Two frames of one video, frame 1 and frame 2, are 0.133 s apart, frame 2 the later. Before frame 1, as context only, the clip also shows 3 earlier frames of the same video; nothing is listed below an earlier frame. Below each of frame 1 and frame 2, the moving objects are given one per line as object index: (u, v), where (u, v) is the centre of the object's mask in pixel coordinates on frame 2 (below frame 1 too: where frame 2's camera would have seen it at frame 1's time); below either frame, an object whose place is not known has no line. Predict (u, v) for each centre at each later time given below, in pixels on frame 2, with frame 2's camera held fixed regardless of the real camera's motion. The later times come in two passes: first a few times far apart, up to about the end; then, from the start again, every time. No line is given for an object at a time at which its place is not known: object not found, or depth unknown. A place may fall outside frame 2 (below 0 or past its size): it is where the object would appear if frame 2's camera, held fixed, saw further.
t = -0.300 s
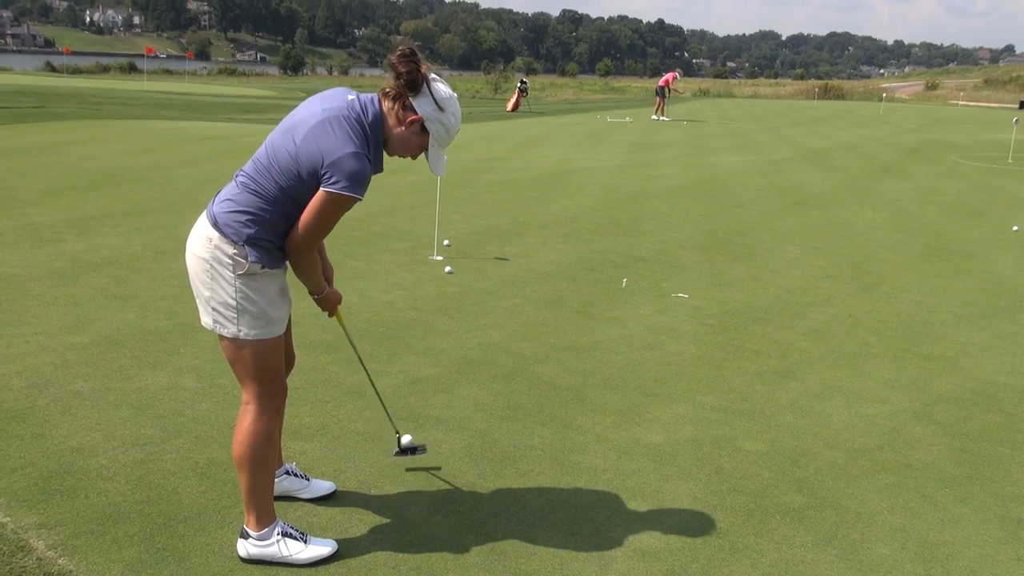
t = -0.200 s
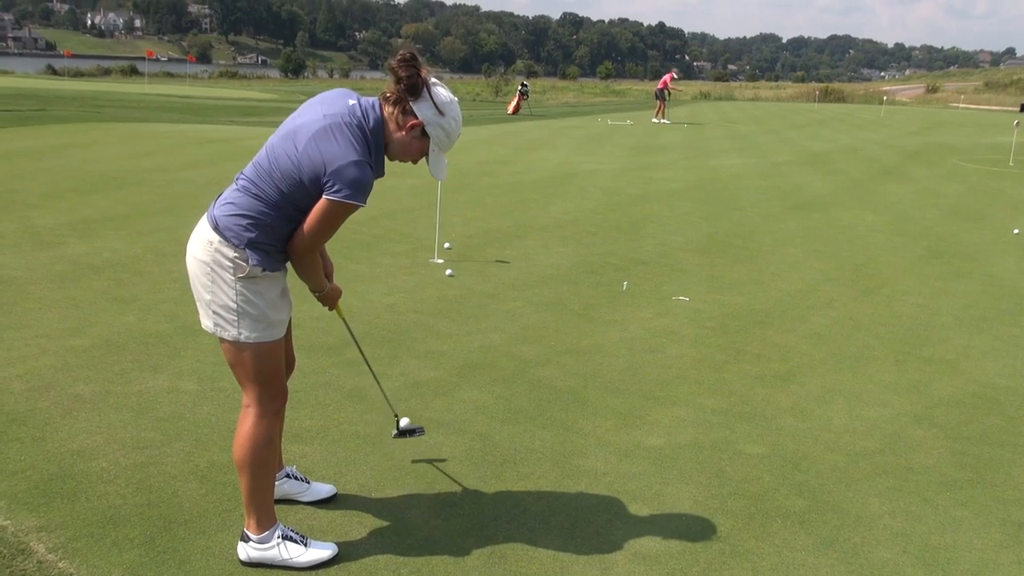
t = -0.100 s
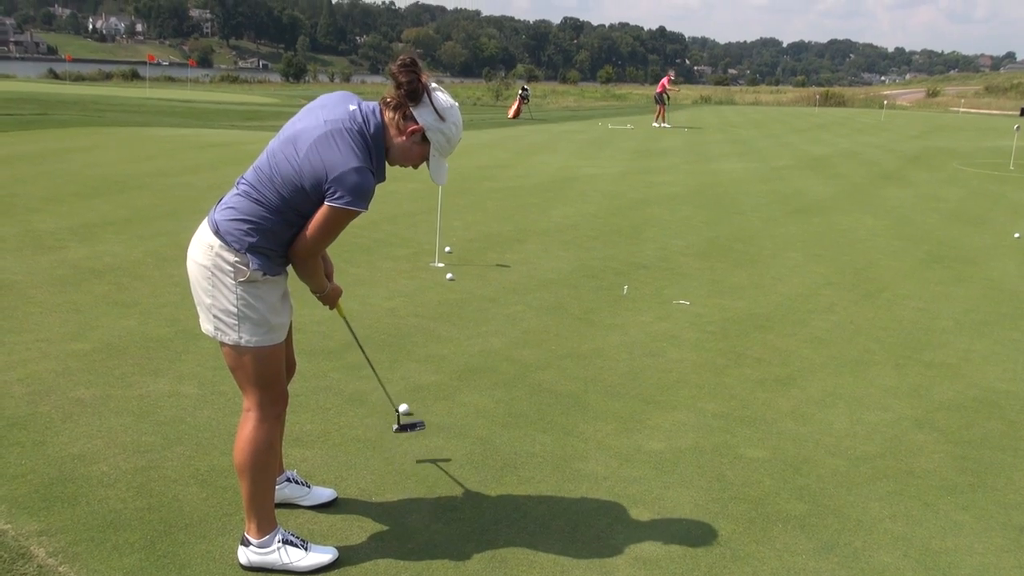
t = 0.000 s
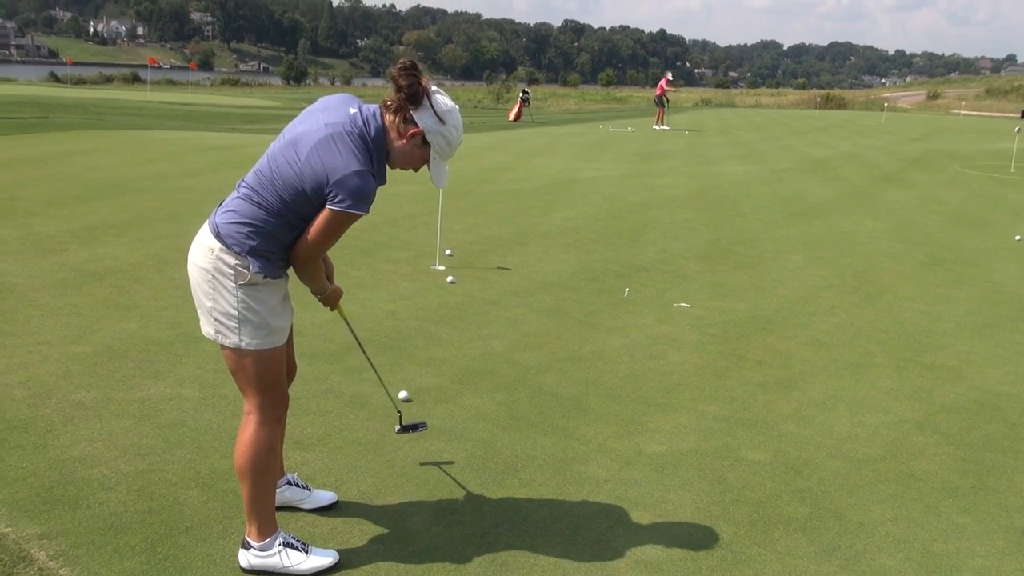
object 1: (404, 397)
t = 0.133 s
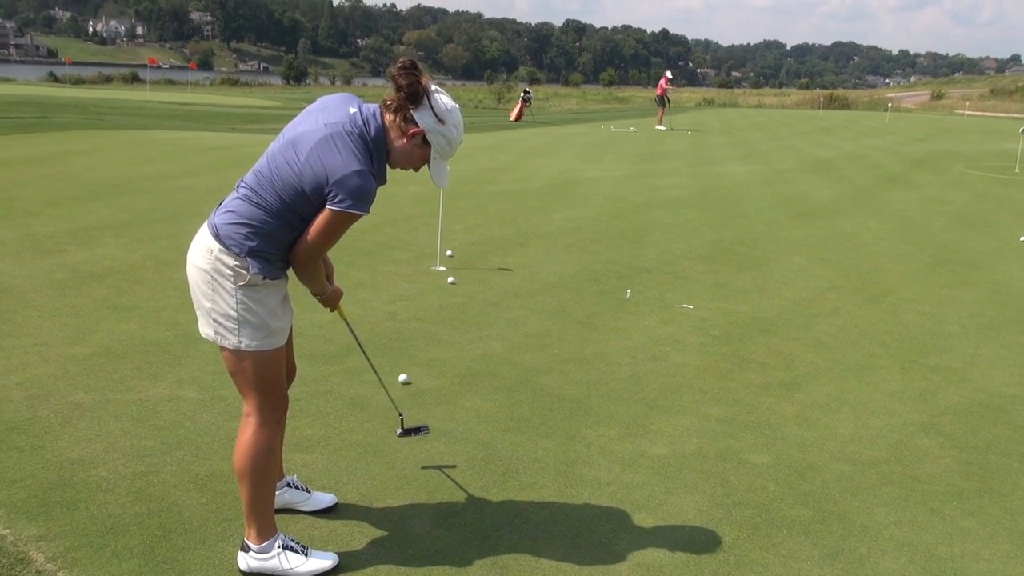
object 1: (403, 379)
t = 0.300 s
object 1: (404, 359)
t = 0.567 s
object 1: (407, 335)
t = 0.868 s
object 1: (412, 313)
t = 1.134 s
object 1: (415, 298)
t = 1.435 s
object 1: (419, 286)
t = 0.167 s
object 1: (403, 374)
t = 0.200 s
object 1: (403, 370)
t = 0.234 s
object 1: (403, 367)
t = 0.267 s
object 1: (403, 363)
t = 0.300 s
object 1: (404, 359)
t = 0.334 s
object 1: (404, 356)
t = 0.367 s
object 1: (404, 352)
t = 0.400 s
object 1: (405, 349)
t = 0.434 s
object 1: (405, 346)
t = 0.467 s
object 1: (405, 342)
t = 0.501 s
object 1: (406, 340)
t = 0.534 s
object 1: (407, 337)
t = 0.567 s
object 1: (407, 335)
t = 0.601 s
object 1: (408, 332)
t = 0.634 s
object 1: (409, 330)
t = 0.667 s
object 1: (409, 327)
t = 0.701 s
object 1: (410, 325)
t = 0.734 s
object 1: (411, 322)
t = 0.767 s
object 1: (411, 320)
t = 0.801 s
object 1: (412, 318)
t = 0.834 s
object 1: (412, 315)
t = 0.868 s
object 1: (412, 313)
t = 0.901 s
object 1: (413, 311)
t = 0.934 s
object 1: (413, 309)
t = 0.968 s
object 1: (413, 307)
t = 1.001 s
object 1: (414, 306)
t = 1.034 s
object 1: (414, 304)
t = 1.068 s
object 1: (415, 302)
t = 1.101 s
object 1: (415, 300)
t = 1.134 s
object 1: (415, 298)
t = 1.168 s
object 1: (416, 297)
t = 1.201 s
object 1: (416, 295)
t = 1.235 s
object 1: (417, 294)
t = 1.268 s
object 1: (417, 292)
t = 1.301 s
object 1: (417, 291)
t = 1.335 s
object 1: (418, 290)
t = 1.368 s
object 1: (418, 288)
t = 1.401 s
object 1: (419, 287)
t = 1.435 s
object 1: (419, 286)
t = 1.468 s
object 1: (420, 285)
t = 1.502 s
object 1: (420, 284)
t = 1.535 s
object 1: (421, 283)
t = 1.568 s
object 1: (421, 282)
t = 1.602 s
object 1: (422, 281)
